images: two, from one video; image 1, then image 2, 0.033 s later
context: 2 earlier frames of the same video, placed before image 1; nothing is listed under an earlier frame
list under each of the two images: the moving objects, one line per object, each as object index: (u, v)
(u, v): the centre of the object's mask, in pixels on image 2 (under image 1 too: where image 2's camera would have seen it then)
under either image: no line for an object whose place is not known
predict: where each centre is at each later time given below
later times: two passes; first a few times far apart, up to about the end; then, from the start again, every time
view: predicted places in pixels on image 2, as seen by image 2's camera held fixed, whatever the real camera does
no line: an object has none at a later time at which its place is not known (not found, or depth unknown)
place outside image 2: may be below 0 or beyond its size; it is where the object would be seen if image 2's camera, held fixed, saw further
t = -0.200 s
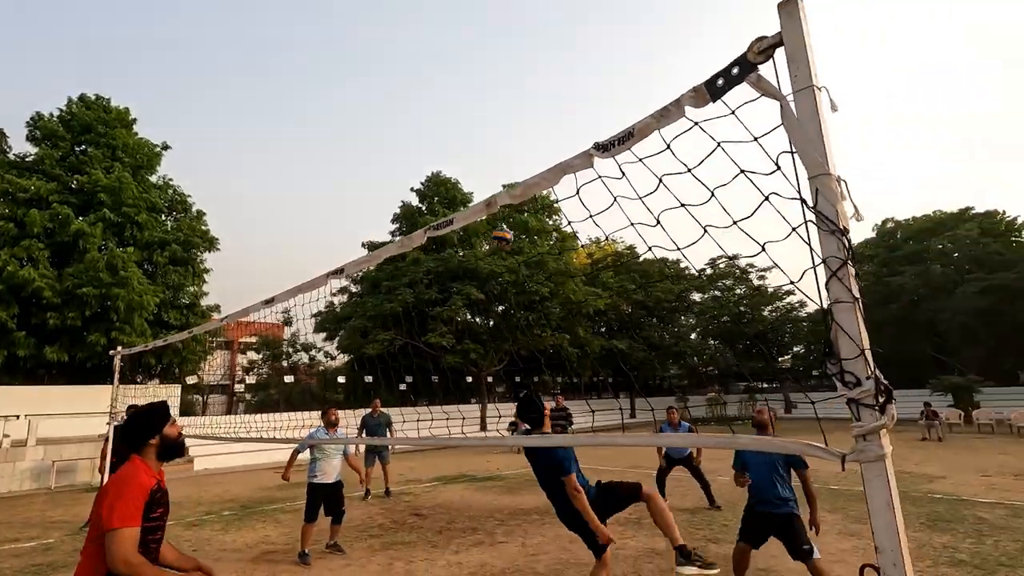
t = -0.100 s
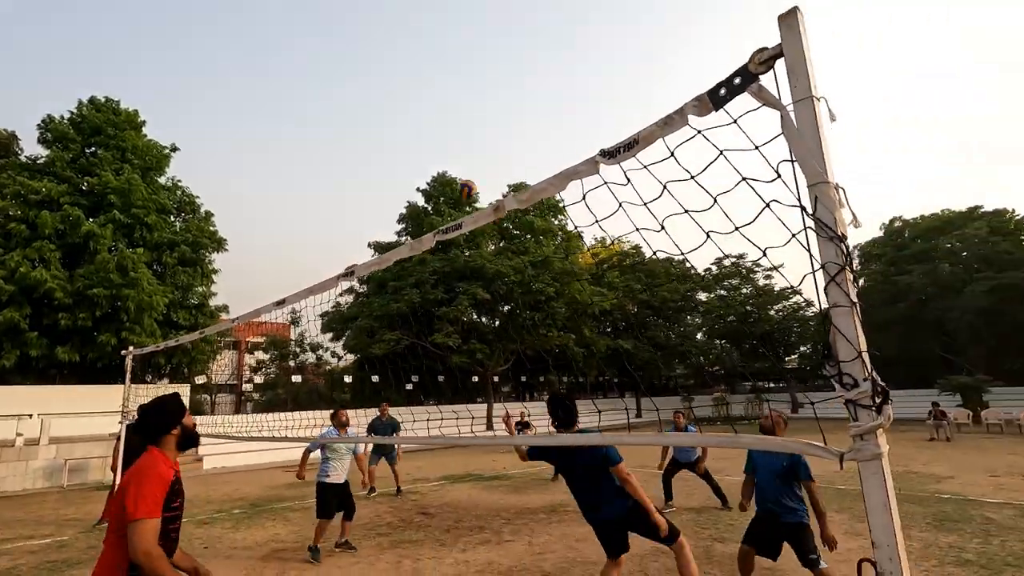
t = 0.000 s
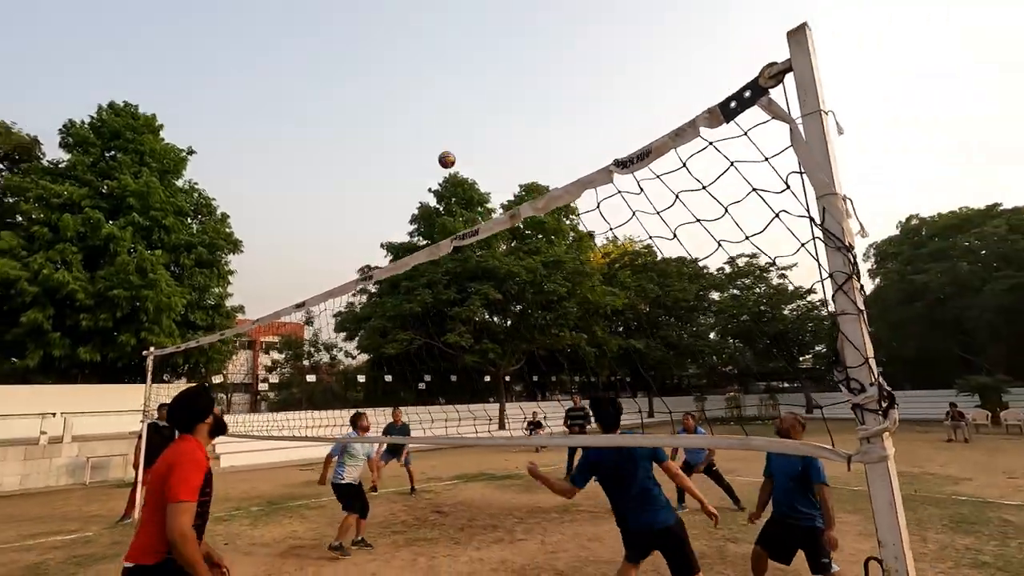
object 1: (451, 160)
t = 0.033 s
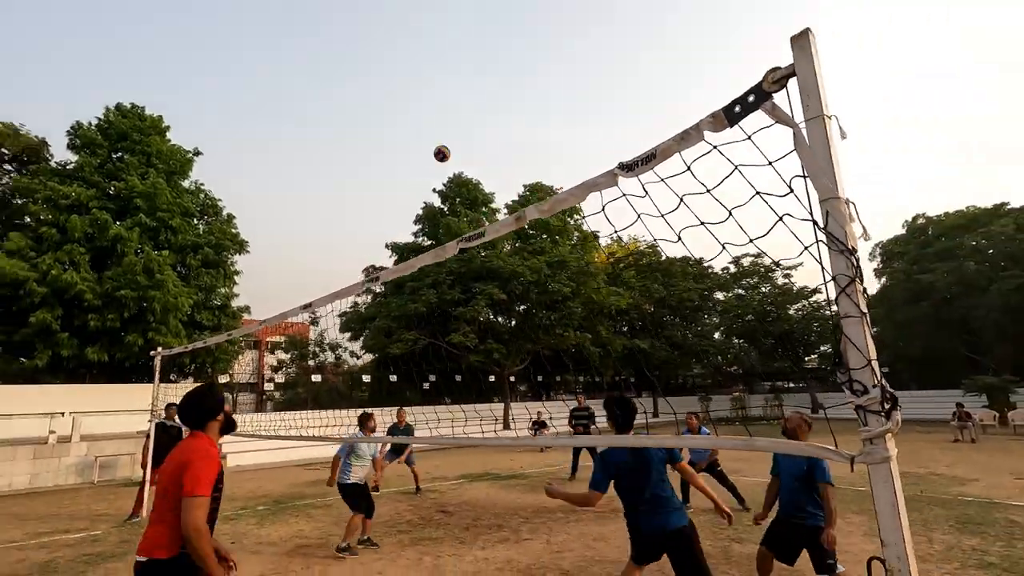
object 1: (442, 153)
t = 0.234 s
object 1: (394, 134)
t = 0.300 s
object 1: (381, 134)
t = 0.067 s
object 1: (433, 148)
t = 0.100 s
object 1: (424, 143)
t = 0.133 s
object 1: (416, 139)
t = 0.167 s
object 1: (408, 136)
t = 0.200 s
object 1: (401, 135)
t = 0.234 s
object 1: (394, 134)
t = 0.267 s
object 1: (388, 133)
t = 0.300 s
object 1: (381, 134)
